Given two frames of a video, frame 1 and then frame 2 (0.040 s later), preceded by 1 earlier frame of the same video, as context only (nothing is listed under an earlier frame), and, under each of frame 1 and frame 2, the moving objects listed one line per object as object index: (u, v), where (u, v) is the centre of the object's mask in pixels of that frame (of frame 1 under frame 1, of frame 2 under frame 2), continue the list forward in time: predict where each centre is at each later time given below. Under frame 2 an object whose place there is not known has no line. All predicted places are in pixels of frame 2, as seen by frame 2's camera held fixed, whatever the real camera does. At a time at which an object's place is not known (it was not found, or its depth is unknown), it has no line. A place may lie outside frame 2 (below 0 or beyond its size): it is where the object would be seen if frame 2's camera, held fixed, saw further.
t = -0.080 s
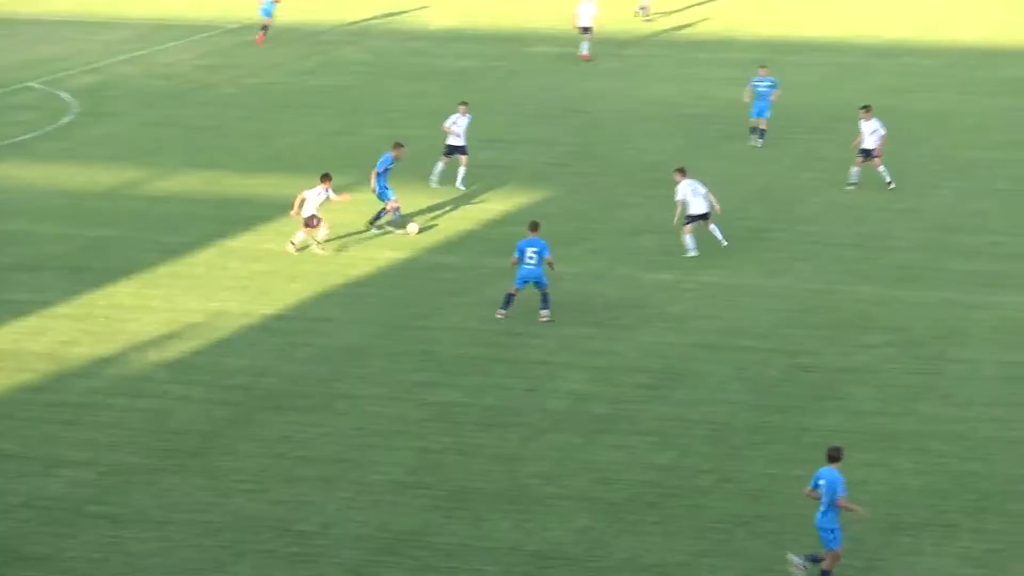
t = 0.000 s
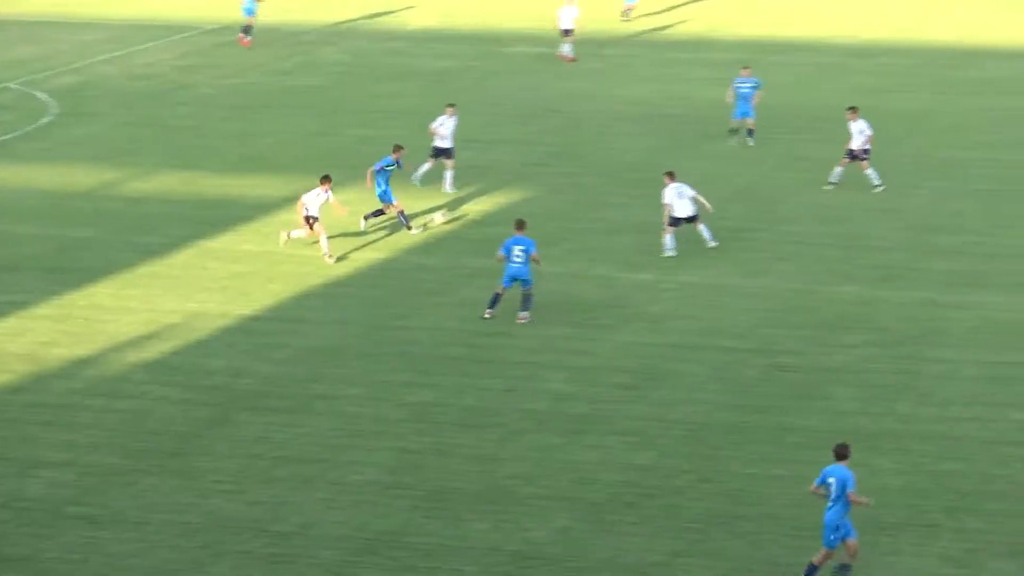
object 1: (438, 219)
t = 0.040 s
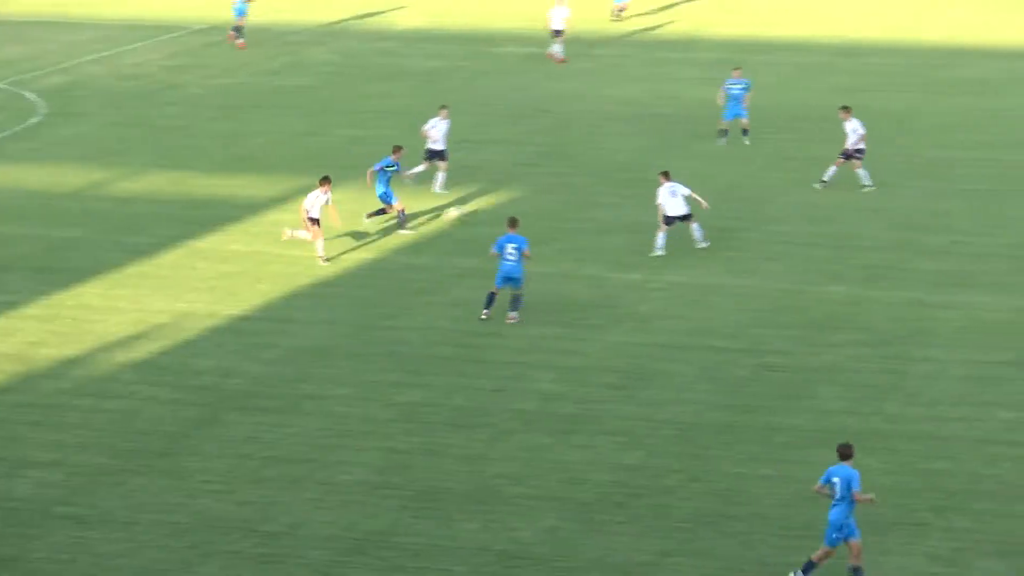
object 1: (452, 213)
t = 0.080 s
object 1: (475, 207)
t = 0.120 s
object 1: (497, 203)
